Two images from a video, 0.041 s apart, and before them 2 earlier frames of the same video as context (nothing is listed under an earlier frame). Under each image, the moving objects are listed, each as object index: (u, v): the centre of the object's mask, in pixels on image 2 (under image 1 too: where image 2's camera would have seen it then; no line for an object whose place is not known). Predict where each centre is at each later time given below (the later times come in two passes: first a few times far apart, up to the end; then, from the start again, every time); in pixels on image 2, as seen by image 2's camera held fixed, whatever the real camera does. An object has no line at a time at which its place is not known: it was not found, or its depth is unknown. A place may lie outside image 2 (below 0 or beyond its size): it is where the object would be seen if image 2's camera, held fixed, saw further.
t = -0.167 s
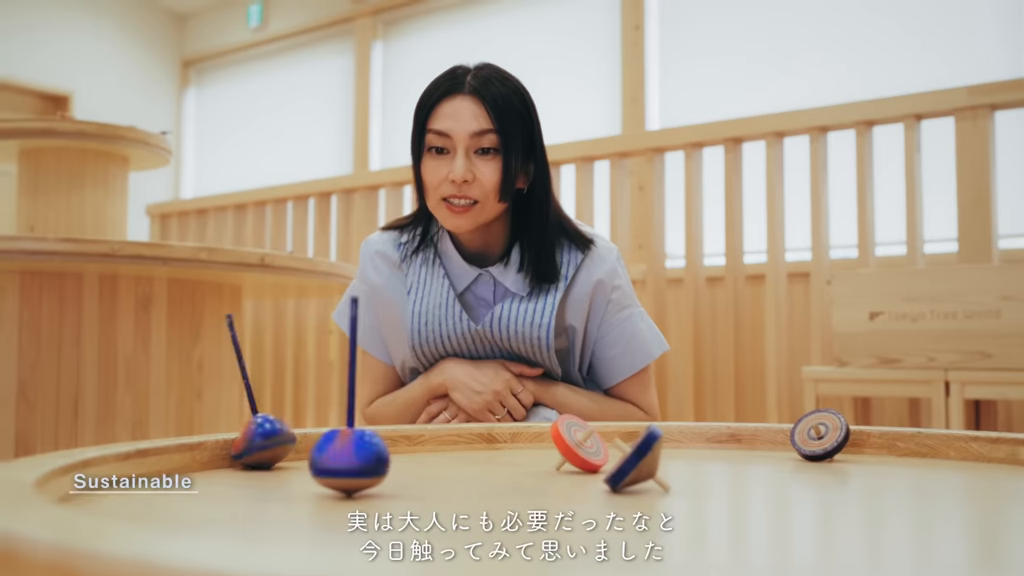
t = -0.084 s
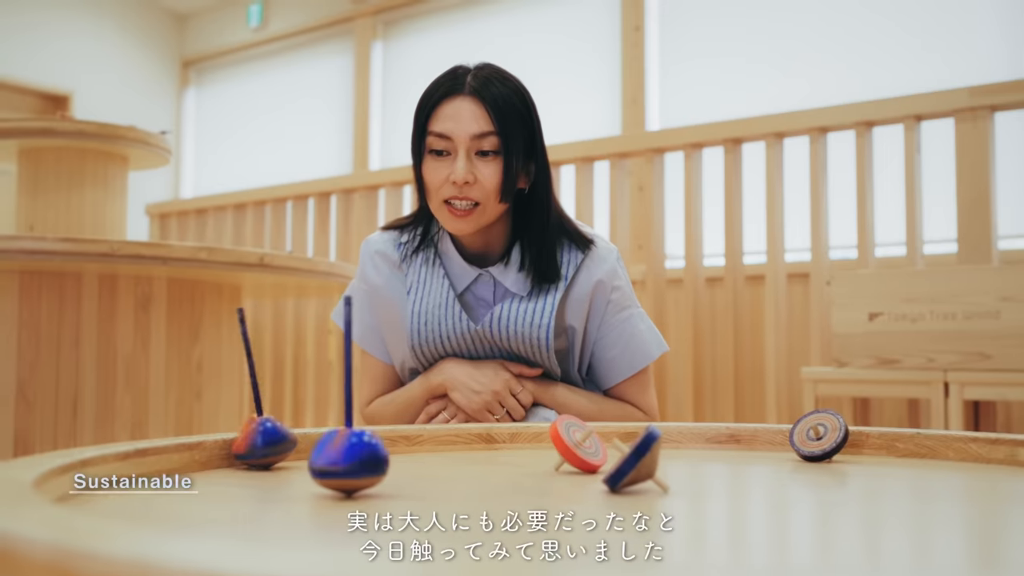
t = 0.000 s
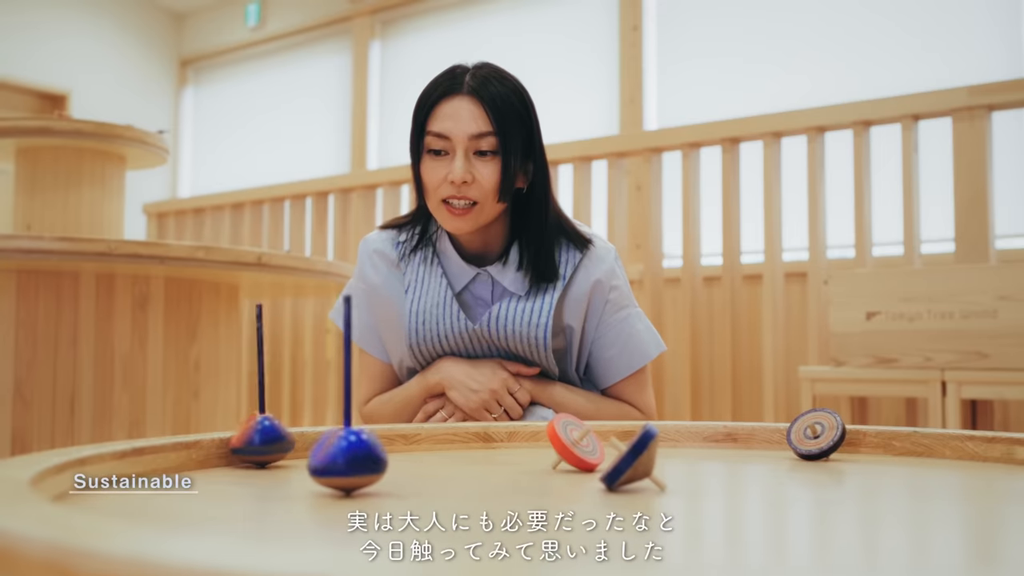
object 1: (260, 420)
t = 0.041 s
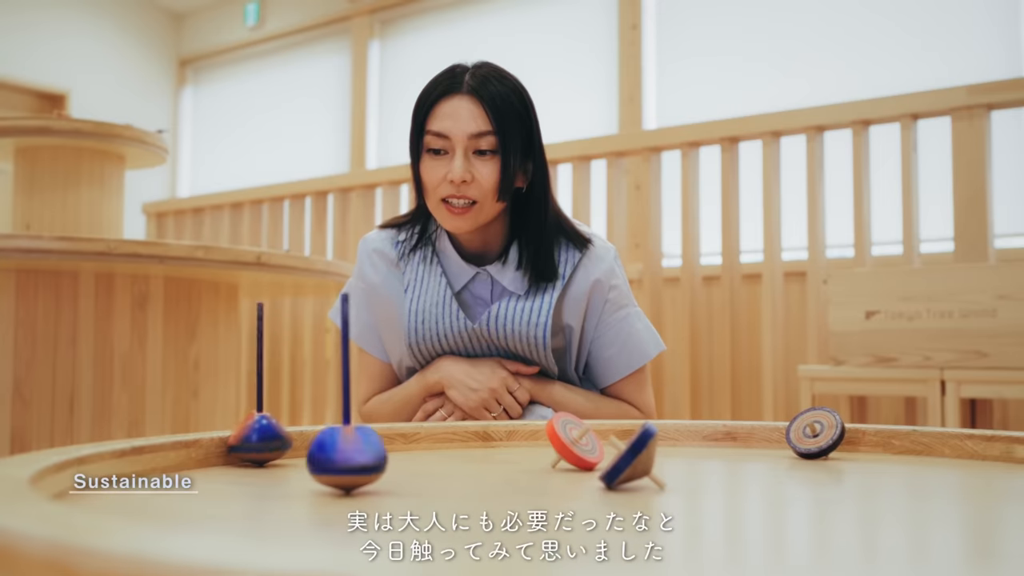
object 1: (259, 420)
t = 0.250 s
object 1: (272, 423)
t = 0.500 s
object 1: (265, 422)
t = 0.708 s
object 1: (274, 423)
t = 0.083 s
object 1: (257, 420)
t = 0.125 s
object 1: (261, 421)
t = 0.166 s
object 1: (267, 422)
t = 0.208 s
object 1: (271, 423)
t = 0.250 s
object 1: (272, 423)
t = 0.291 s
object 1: (269, 422)
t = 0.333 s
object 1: (267, 422)
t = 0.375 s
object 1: (264, 421)
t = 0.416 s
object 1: (263, 421)
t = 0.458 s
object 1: (263, 421)
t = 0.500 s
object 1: (265, 422)
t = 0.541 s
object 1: (267, 422)
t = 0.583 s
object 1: (270, 422)
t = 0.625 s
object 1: (275, 422)
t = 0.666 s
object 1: (275, 422)
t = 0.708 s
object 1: (274, 423)
